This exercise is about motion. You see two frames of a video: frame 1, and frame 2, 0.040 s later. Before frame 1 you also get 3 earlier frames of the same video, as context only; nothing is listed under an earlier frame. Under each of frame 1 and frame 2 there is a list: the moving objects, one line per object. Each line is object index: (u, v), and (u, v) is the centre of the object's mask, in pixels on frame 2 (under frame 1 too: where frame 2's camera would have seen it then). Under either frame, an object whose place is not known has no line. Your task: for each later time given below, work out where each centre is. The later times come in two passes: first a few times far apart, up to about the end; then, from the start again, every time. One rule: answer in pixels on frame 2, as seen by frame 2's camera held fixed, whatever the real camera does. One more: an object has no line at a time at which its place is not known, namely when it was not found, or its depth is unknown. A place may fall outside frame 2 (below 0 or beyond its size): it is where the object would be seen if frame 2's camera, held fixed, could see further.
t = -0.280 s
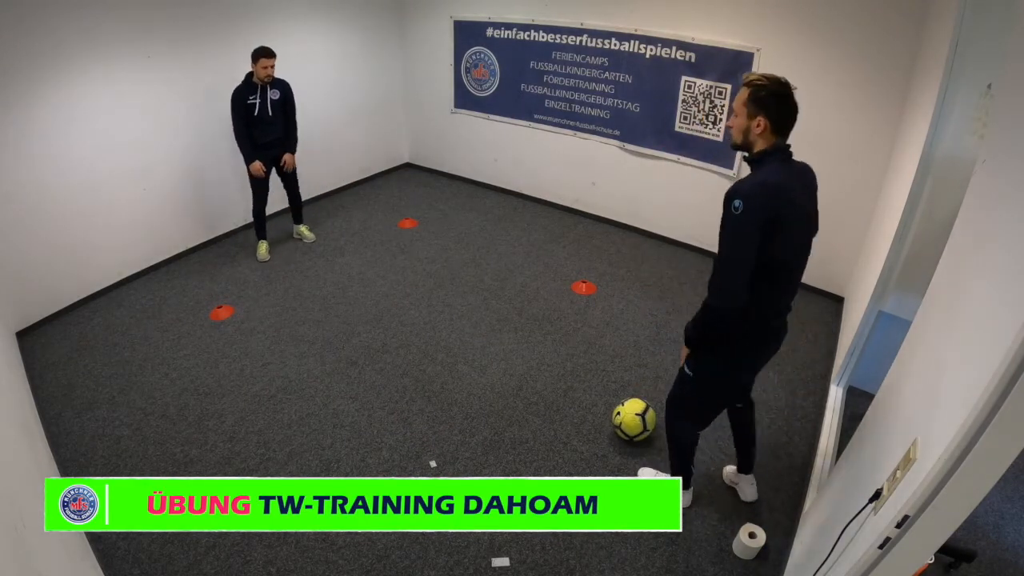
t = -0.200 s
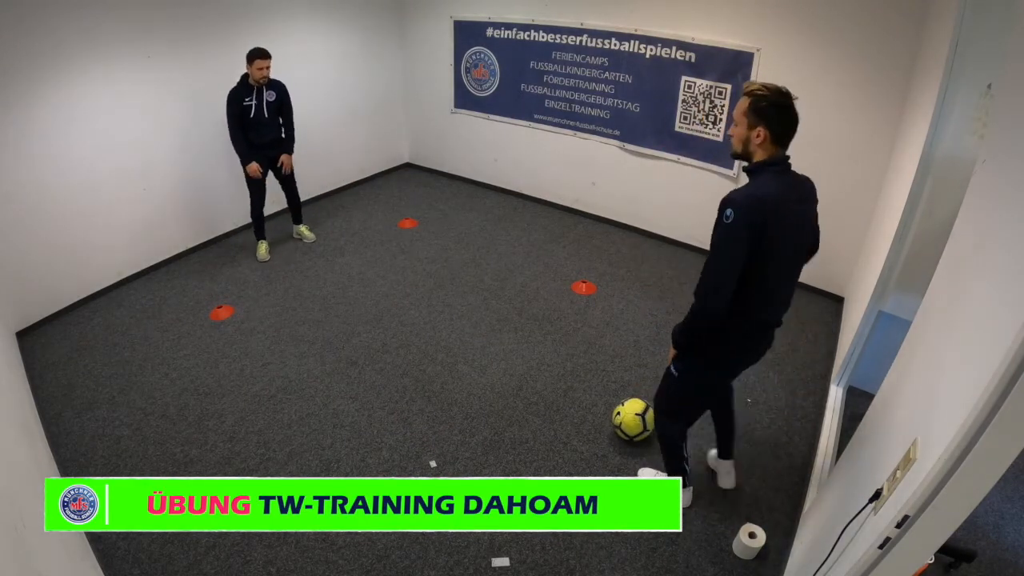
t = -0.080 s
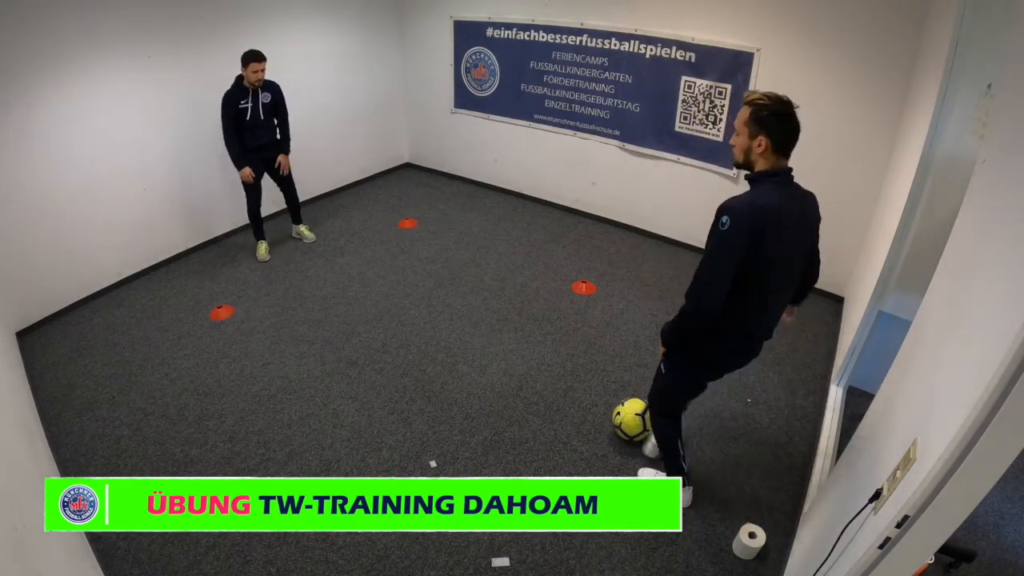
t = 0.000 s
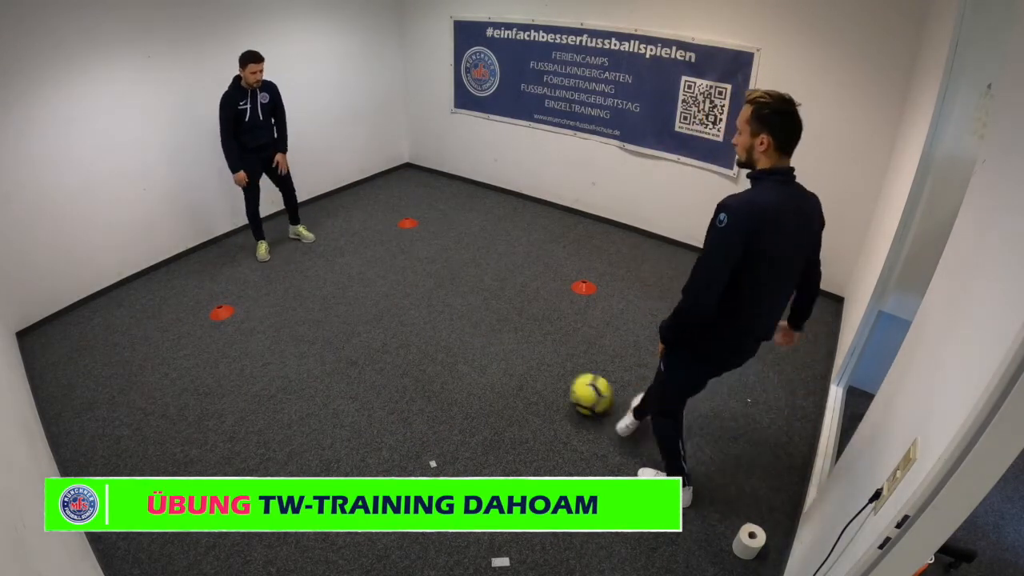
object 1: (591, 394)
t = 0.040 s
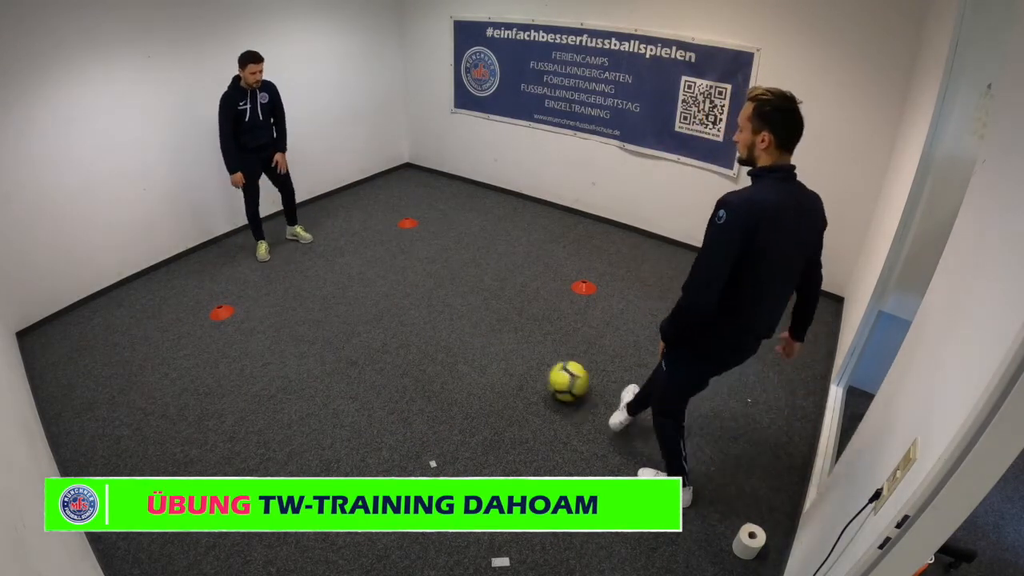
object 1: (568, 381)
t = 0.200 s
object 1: (498, 341)
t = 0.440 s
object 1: (430, 301)
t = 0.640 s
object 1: (386, 275)
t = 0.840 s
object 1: (350, 253)
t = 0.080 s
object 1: (548, 370)
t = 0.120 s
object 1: (530, 359)
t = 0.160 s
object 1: (513, 350)
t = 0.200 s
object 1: (498, 341)
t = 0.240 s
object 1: (485, 333)
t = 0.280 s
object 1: (474, 327)
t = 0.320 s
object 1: (462, 320)
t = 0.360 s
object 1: (450, 313)
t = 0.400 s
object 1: (440, 307)
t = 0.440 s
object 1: (430, 301)
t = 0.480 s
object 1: (420, 296)
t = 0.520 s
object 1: (411, 290)
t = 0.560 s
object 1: (403, 285)
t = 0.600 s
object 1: (394, 280)
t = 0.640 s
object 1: (386, 275)
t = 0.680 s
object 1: (378, 270)
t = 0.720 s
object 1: (371, 265)
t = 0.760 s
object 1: (363, 261)
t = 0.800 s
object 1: (357, 257)
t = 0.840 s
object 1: (350, 253)
